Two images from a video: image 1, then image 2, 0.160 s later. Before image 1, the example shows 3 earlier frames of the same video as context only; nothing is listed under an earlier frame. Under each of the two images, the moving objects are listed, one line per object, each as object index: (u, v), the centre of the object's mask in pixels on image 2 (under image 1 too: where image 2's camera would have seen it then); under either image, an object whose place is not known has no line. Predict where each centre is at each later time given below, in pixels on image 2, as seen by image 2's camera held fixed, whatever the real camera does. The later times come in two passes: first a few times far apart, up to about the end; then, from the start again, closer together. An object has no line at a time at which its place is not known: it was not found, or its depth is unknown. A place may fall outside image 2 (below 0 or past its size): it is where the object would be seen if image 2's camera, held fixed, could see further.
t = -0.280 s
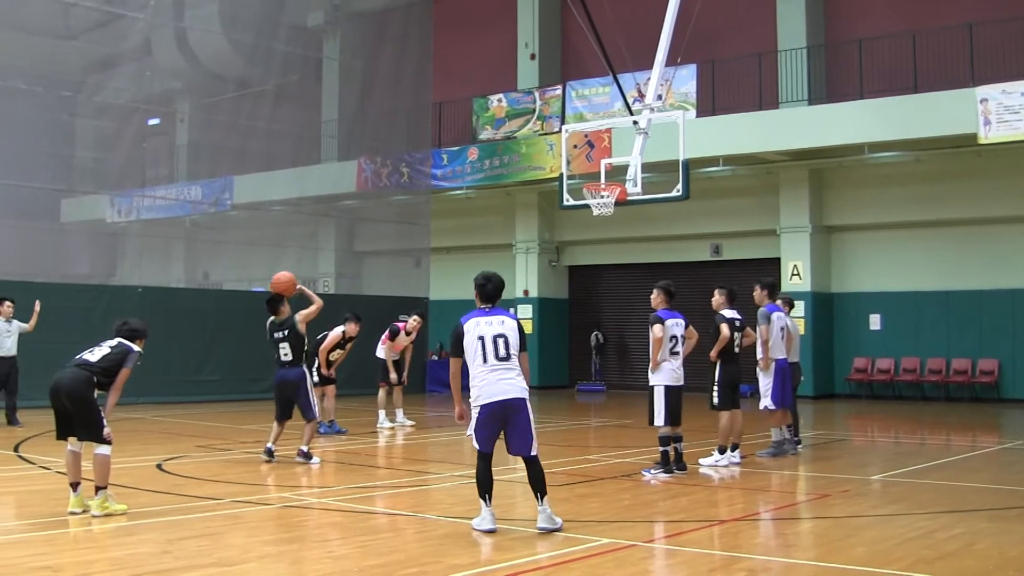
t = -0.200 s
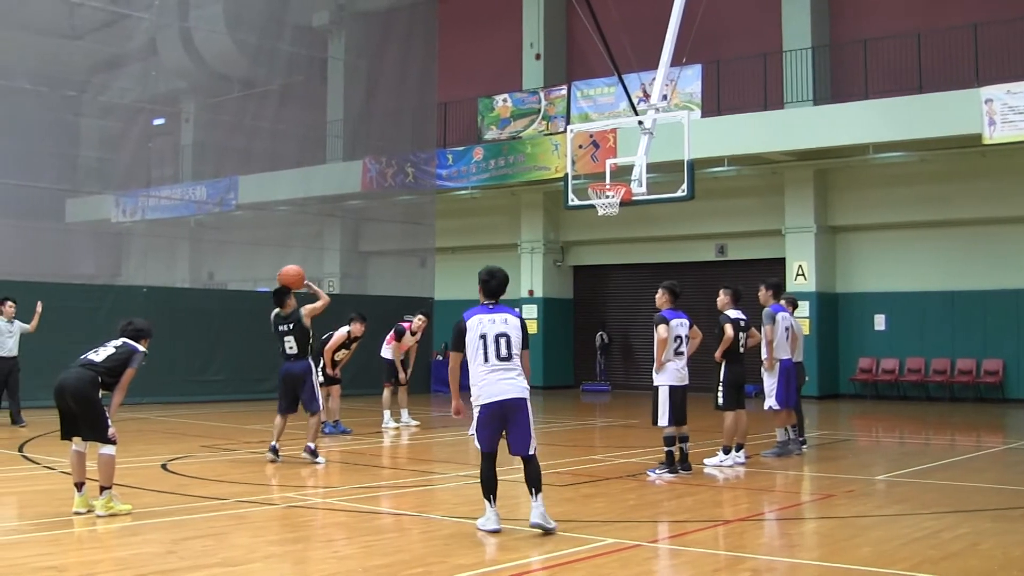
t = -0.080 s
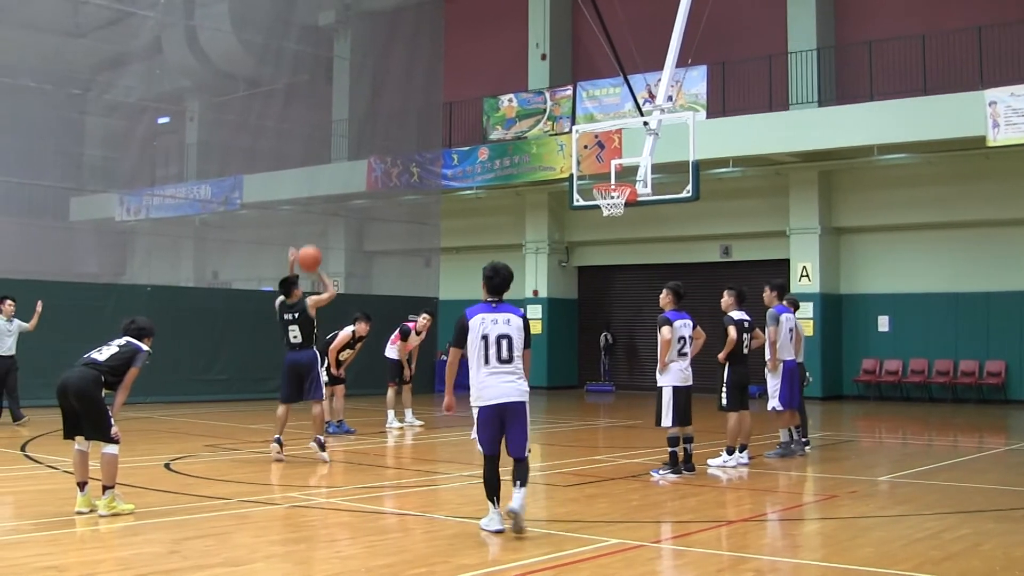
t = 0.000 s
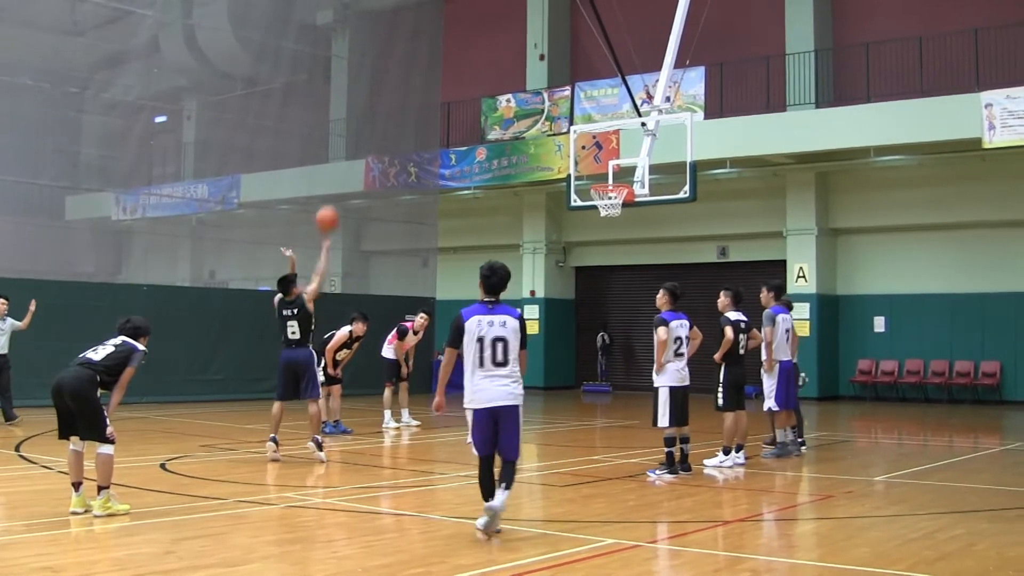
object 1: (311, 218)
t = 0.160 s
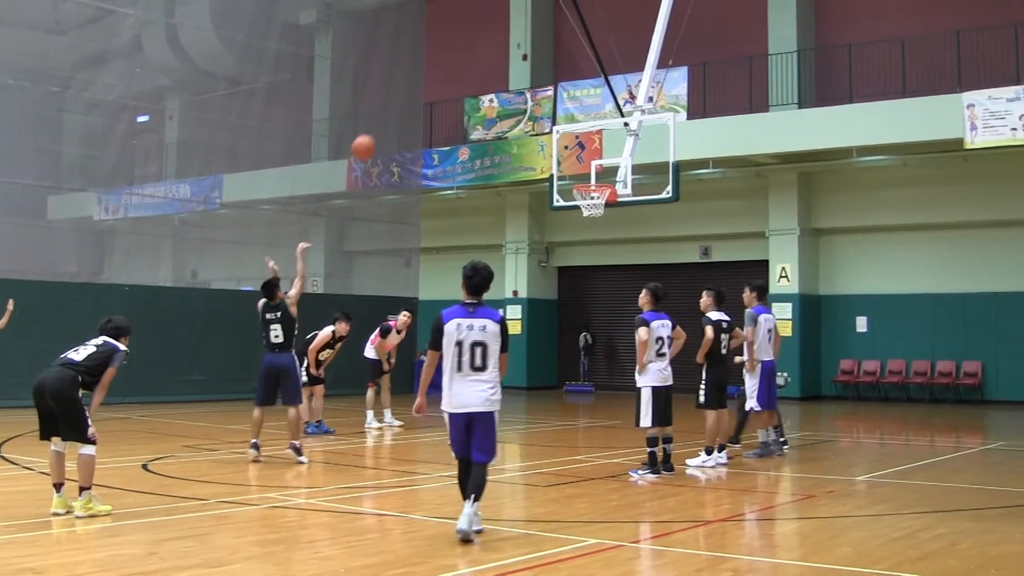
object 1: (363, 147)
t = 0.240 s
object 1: (388, 123)
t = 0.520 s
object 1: (466, 86)
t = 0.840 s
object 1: (544, 124)
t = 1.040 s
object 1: (585, 184)
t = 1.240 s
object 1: (613, 234)
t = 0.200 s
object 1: (376, 134)
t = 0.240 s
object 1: (388, 123)
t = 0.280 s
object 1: (400, 113)
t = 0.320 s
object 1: (412, 105)
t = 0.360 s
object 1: (423, 98)
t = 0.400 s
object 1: (434, 92)
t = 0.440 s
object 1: (445, 89)
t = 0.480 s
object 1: (455, 86)
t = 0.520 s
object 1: (466, 86)
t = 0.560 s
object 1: (476, 85)
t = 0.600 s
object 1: (486, 87)
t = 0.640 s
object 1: (496, 90)
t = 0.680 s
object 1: (506, 94)
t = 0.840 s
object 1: (544, 124)
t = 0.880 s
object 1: (553, 135)
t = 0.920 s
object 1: (563, 144)
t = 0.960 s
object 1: (570, 160)
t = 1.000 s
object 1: (580, 173)
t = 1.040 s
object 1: (585, 184)
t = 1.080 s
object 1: (594, 197)
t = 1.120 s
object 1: (600, 209)
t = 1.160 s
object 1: (605, 216)
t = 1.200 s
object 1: (609, 224)
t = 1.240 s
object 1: (613, 234)
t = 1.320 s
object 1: (623, 258)
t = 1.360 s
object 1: (627, 272)
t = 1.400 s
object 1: (631, 285)
